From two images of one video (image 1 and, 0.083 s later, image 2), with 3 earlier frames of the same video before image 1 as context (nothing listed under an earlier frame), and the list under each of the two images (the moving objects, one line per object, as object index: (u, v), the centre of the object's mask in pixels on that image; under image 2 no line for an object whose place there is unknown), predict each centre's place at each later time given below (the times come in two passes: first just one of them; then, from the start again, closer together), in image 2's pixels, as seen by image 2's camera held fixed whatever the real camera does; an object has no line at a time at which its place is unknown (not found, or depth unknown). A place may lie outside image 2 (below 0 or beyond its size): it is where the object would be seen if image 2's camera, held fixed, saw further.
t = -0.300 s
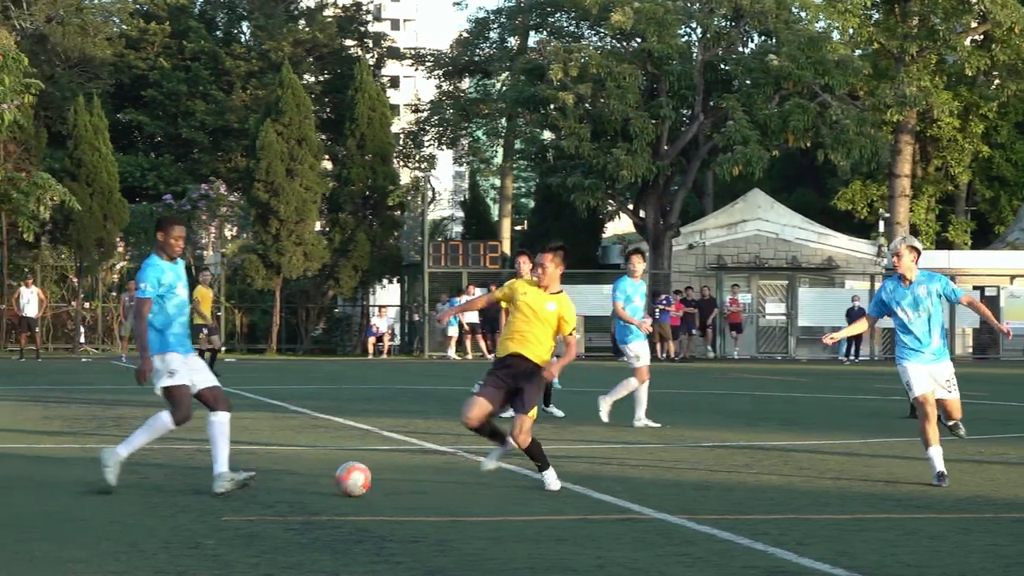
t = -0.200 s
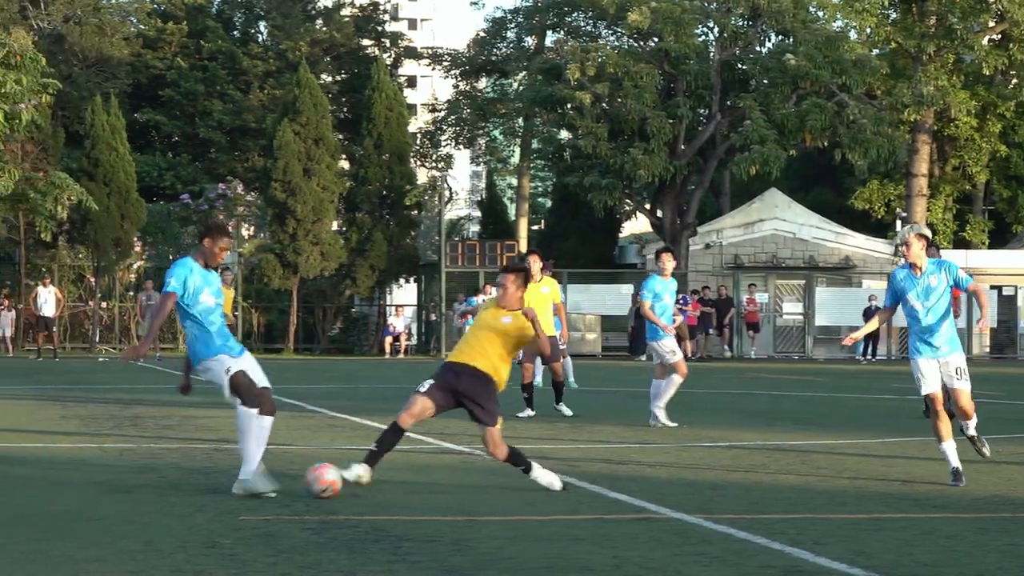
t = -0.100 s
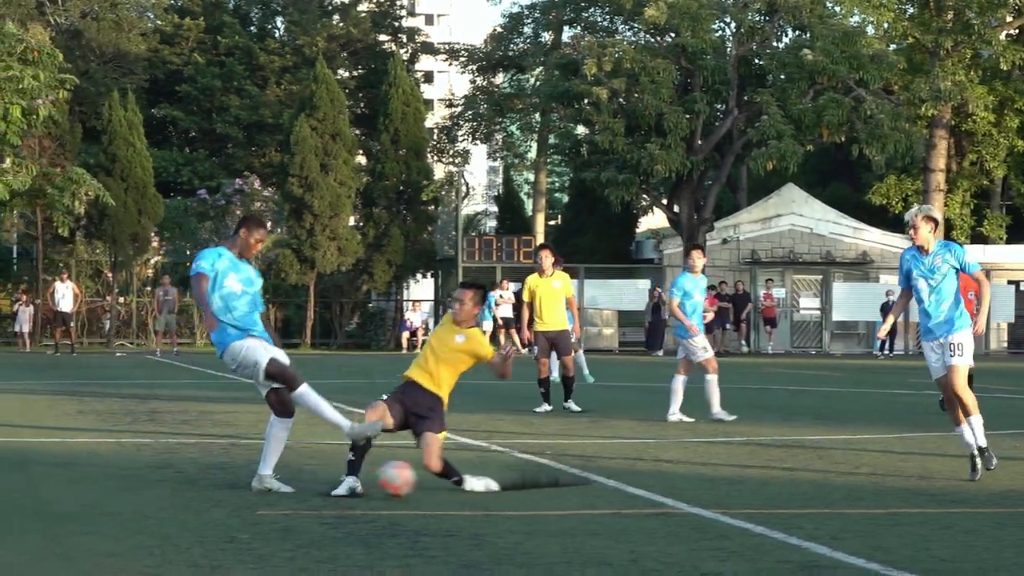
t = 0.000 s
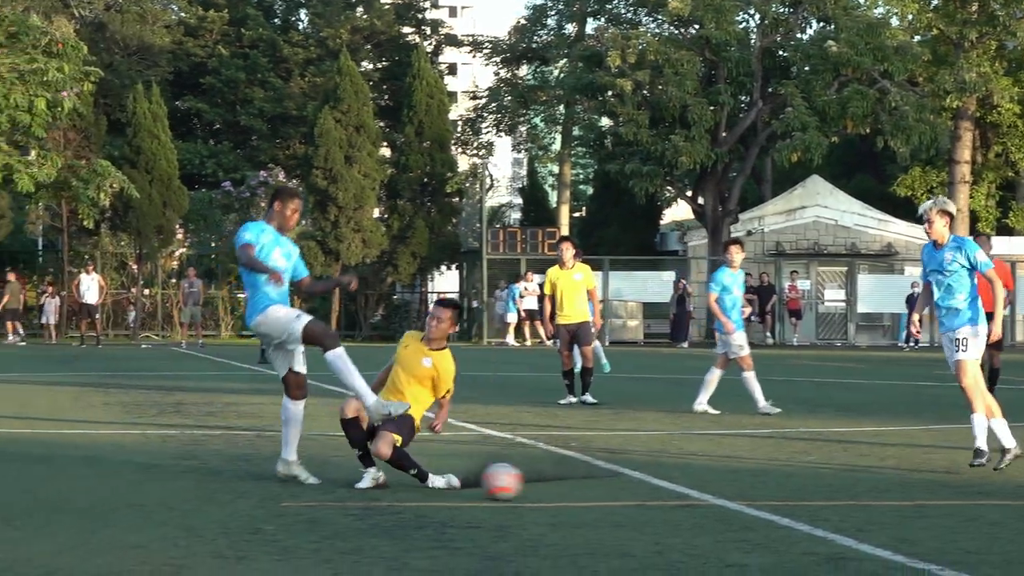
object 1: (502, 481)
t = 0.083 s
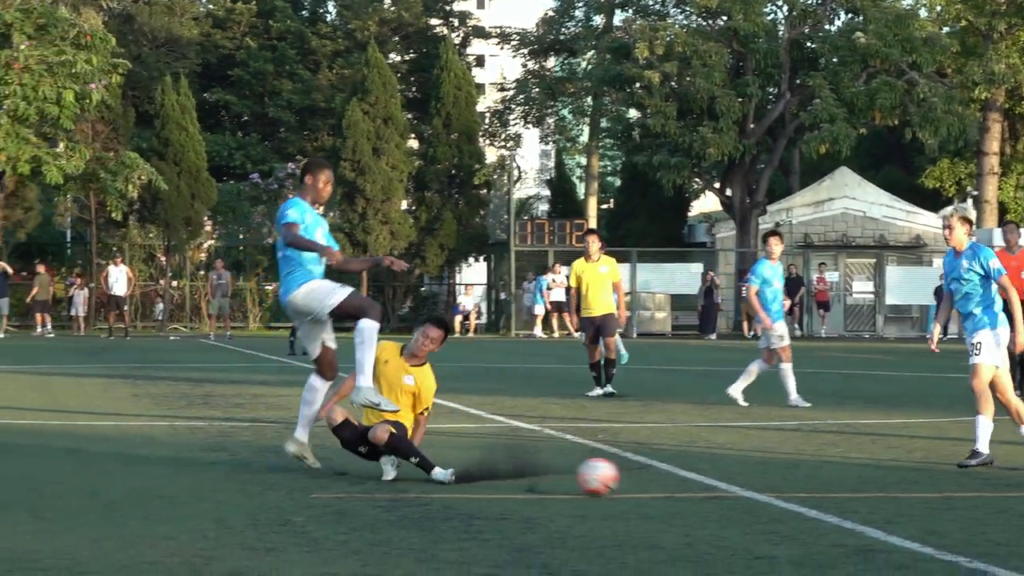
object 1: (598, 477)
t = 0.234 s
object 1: (718, 484)
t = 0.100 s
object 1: (611, 478)
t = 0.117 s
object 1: (624, 479)
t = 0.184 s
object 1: (678, 481)
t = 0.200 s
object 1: (692, 481)
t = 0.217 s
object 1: (705, 483)
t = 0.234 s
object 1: (718, 484)
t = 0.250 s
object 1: (732, 485)
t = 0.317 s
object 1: (786, 486)
